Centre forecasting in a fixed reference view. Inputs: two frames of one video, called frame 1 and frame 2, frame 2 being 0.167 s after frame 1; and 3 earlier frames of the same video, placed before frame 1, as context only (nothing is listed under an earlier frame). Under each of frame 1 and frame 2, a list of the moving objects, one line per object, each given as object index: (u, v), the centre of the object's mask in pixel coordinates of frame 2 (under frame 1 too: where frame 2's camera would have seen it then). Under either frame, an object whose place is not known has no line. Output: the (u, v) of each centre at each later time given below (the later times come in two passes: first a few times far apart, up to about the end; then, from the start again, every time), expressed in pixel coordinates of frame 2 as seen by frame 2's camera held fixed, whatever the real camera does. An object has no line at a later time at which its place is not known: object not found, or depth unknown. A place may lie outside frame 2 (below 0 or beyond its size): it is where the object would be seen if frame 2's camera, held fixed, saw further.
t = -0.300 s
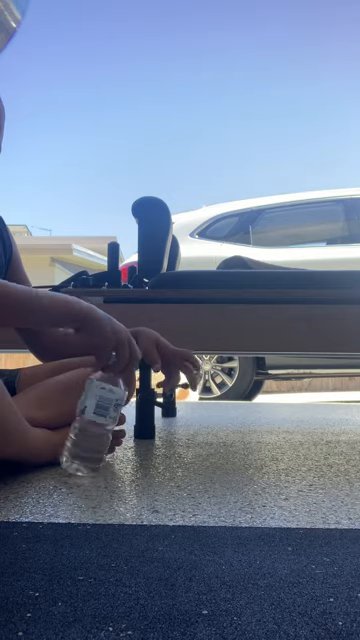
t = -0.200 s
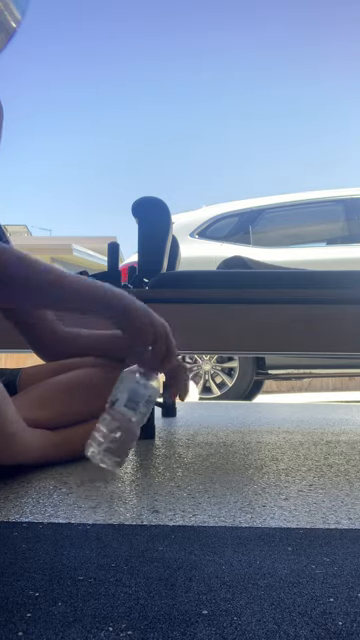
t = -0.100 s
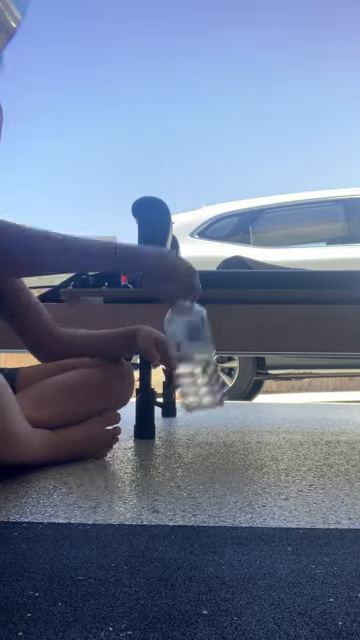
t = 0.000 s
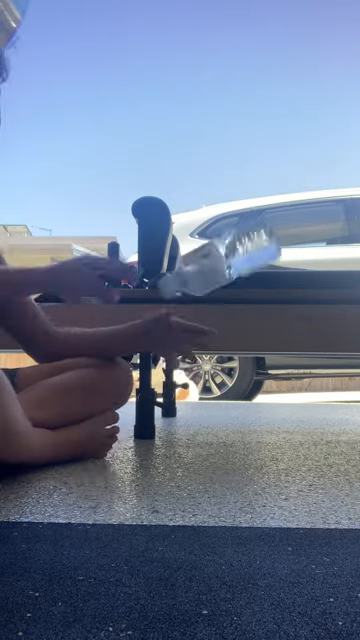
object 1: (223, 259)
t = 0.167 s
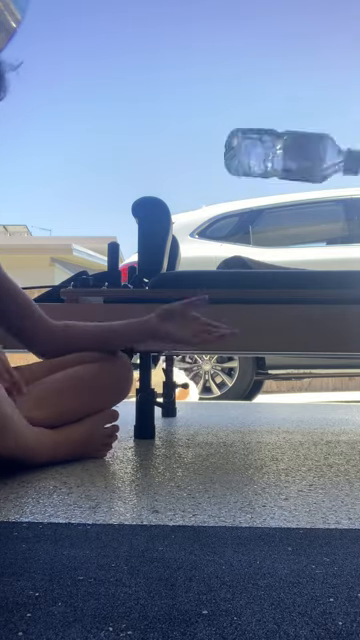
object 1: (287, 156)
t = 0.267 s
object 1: (301, 188)
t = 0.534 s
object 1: (312, 431)
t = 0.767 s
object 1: (323, 433)
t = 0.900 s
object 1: (337, 433)
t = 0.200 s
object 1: (291, 158)
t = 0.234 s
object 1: (295, 169)
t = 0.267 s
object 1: (301, 188)
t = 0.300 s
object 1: (303, 218)
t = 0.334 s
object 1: (308, 260)
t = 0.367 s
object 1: (311, 310)
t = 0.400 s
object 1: (314, 367)
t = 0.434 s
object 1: (319, 436)
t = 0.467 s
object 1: (315, 430)
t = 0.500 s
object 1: (314, 430)
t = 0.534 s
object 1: (312, 431)
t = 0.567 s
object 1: (311, 432)
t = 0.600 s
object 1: (310, 431)
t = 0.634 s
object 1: (309, 430)
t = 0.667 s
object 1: (310, 431)
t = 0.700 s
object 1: (311, 431)
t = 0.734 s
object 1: (316, 432)
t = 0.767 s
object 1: (323, 433)
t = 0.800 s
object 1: (332, 434)
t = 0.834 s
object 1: (336, 433)
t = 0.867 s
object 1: (337, 434)
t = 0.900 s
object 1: (337, 433)
